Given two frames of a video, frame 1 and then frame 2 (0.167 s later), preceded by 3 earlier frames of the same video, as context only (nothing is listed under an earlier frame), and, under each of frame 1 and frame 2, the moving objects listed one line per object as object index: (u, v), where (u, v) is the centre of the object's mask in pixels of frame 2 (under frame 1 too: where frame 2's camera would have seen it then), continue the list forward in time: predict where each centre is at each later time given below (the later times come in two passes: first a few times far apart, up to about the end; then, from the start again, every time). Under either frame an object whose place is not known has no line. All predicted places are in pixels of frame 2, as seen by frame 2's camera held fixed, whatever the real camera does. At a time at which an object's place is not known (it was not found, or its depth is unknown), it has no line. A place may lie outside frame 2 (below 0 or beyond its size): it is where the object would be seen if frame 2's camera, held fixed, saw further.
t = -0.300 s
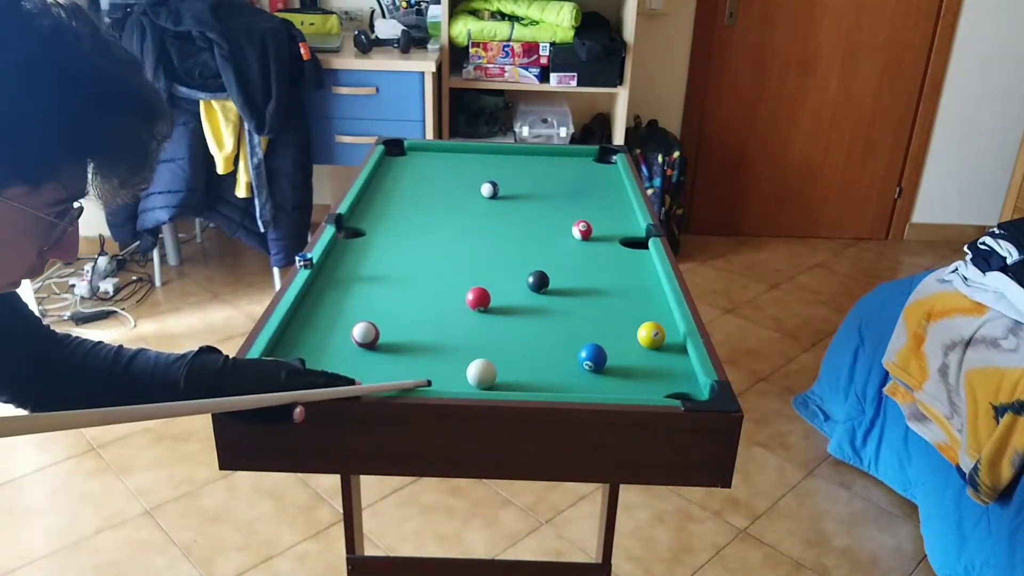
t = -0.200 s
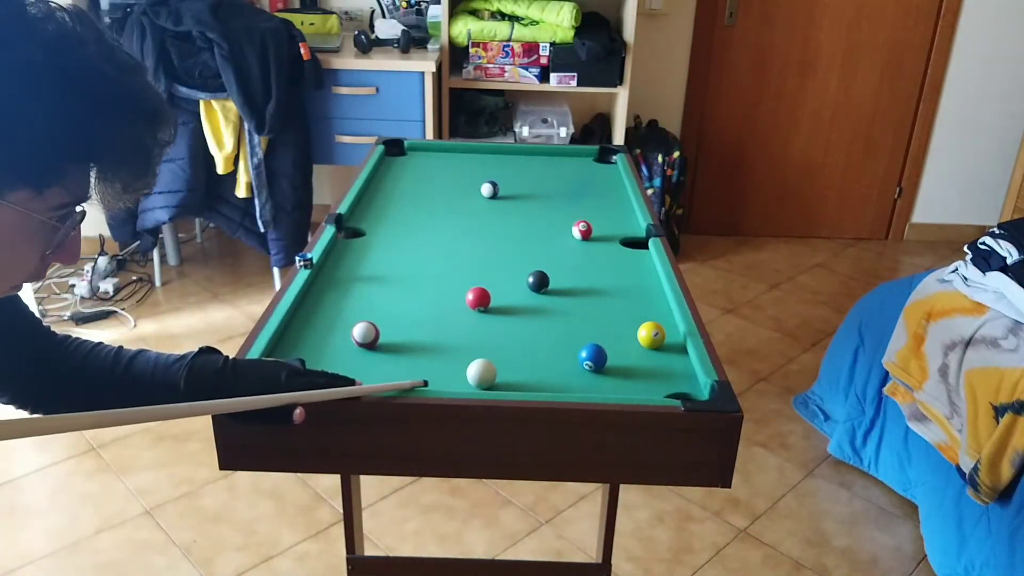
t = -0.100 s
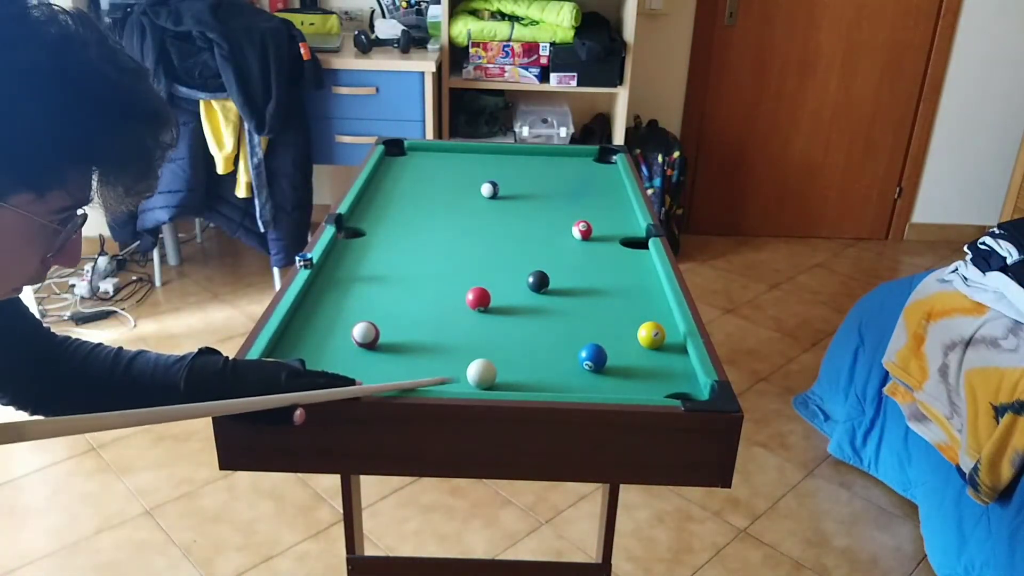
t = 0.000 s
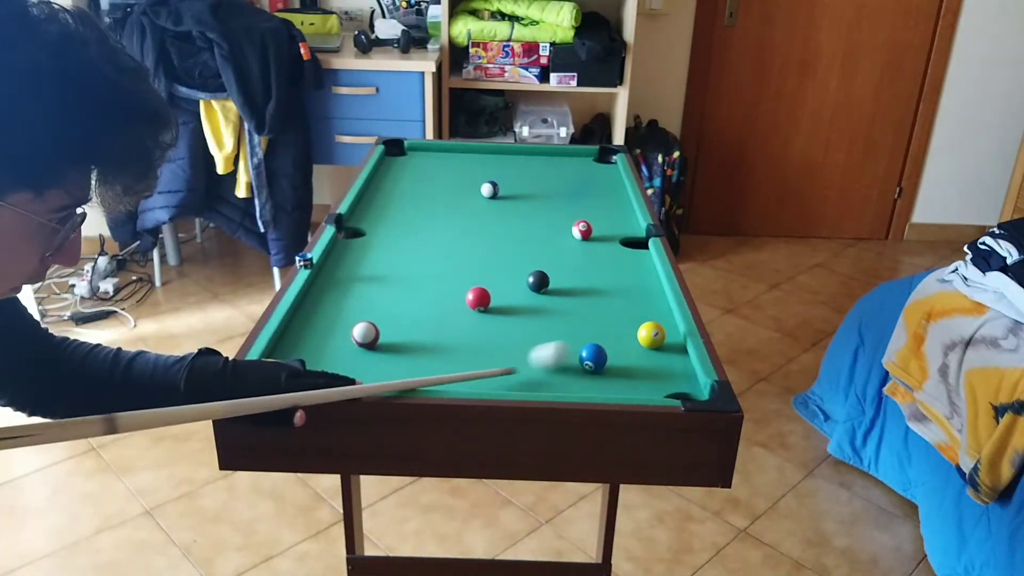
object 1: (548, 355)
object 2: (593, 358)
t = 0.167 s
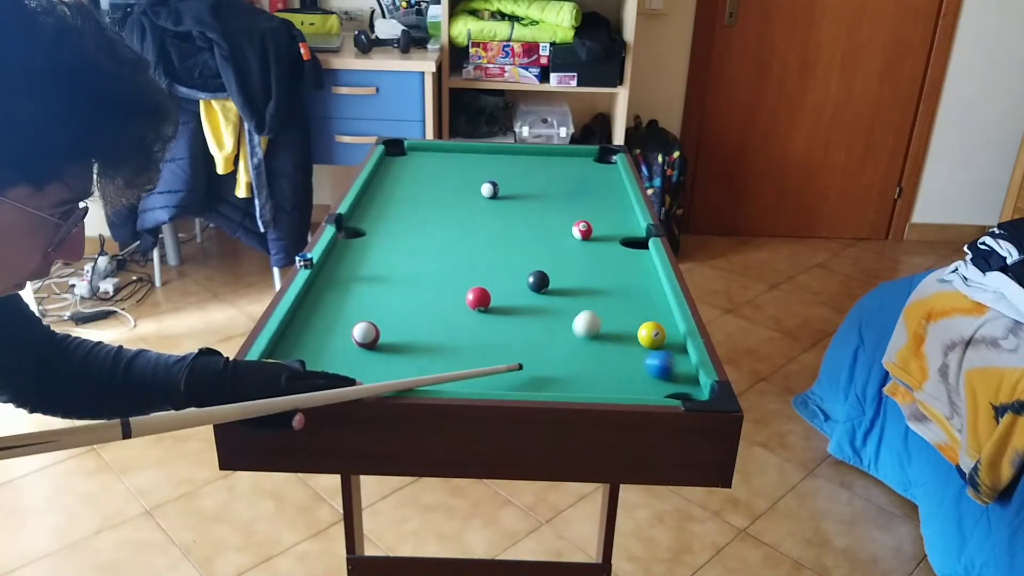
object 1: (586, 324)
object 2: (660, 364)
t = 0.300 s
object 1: (605, 304)
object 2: (664, 365)
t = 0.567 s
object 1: (638, 268)
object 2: (624, 366)
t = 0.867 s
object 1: (623, 240)
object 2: (590, 365)
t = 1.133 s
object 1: (604, 222)
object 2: (569, 366)
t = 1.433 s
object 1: (588, 205)
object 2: (557, 366)
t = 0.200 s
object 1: (591, 319)
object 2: (674, 365)
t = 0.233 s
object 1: (596, 313)
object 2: (678, 364)
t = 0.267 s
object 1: (601, 308)
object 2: (670, 366)
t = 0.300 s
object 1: (605, 304)
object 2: (664, 365)
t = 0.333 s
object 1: (610, 298)
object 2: (659, 366)
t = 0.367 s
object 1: (614, 293)
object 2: (654, 366)
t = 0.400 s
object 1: (618, 289)
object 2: (649, 366)
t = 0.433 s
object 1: (622, 284)
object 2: (644, 366)
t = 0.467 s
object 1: (626, 280)
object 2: (639, 366)
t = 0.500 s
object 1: (630, 276)
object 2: (634, 366)
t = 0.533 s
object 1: (634, 272)
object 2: (629, 366)
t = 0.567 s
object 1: (638, 268)
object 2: (624, 366)
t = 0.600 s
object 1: (642, 264)
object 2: (620, 366)
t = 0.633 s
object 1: (644, 261)
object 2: (616, 366)
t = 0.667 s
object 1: (641, 257)
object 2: (611, 366)
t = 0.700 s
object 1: (637, 254)
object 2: (607, 366)
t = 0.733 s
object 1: (634, 251)
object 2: (603, 366)
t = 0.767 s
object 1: (631, 248)
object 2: (600, 365)
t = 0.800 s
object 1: (629, 245)
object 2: (596, 365)
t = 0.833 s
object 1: (626, 242)
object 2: (593, 365)
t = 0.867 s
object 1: (623, 240)
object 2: (590, 365)
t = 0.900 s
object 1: (620, 237)
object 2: (587, 365)
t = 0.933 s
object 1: (618, 235)
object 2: (583, 365)
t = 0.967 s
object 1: (615, 233)
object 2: (580, 365)
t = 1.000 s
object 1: (614, 230)
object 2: (578, 365)
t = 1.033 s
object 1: (611, 227)
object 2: (575, 365)
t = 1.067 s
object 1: (609, 226)
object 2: (573, 365)
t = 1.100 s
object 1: (607, 224)
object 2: (571, 365)
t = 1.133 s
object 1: (604, 222)
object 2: (569, 366)
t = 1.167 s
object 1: (602, 219)
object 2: (568, 366)
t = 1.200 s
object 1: (600, 218)
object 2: (566, 366)
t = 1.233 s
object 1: (598, 215)
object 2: (564, 366)
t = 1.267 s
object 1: (597, 214)
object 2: (563, 366)
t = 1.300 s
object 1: (595, 212)
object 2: (561, 366)
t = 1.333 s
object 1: (593, 210)
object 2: (560, 366)
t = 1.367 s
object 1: (591, 208)
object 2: (559, 366)
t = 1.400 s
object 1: (589, 206)
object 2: (558, 366)
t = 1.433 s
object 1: (588, 205)
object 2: (557, 366)
